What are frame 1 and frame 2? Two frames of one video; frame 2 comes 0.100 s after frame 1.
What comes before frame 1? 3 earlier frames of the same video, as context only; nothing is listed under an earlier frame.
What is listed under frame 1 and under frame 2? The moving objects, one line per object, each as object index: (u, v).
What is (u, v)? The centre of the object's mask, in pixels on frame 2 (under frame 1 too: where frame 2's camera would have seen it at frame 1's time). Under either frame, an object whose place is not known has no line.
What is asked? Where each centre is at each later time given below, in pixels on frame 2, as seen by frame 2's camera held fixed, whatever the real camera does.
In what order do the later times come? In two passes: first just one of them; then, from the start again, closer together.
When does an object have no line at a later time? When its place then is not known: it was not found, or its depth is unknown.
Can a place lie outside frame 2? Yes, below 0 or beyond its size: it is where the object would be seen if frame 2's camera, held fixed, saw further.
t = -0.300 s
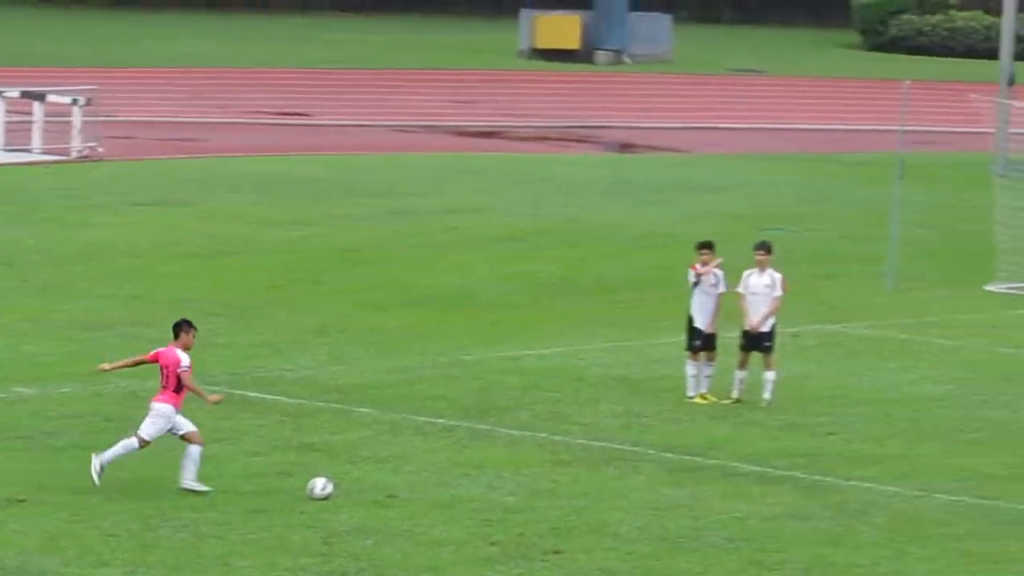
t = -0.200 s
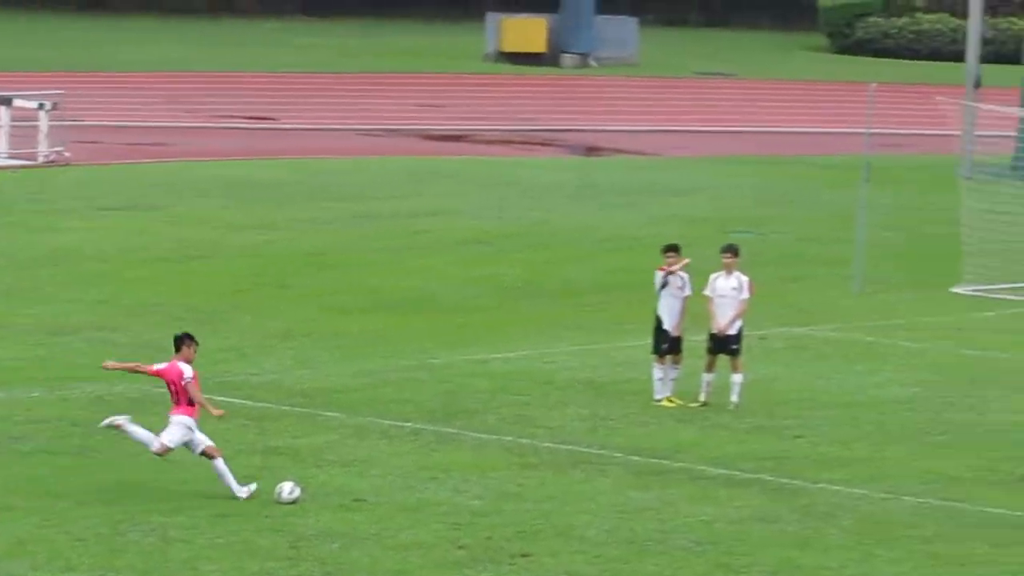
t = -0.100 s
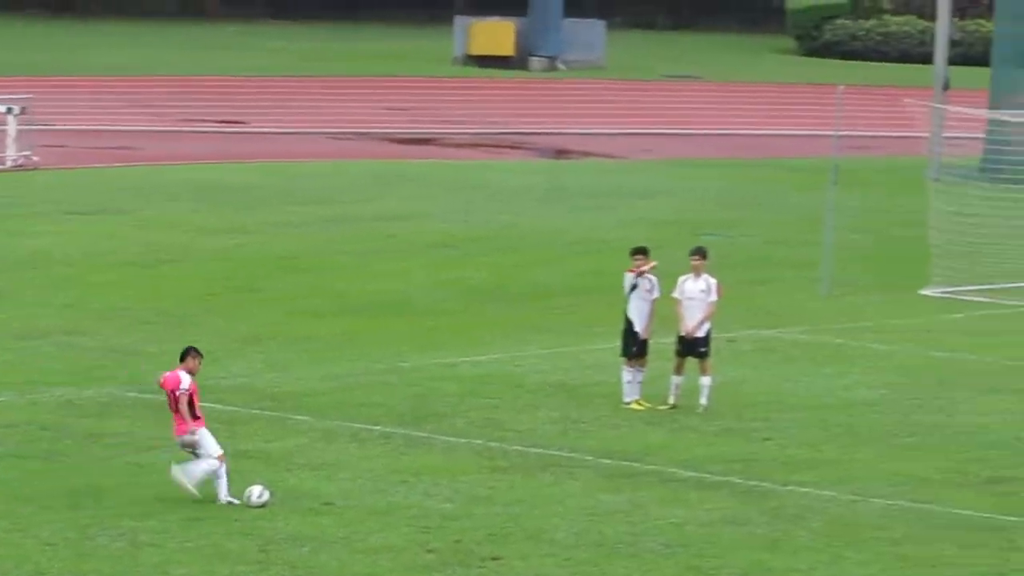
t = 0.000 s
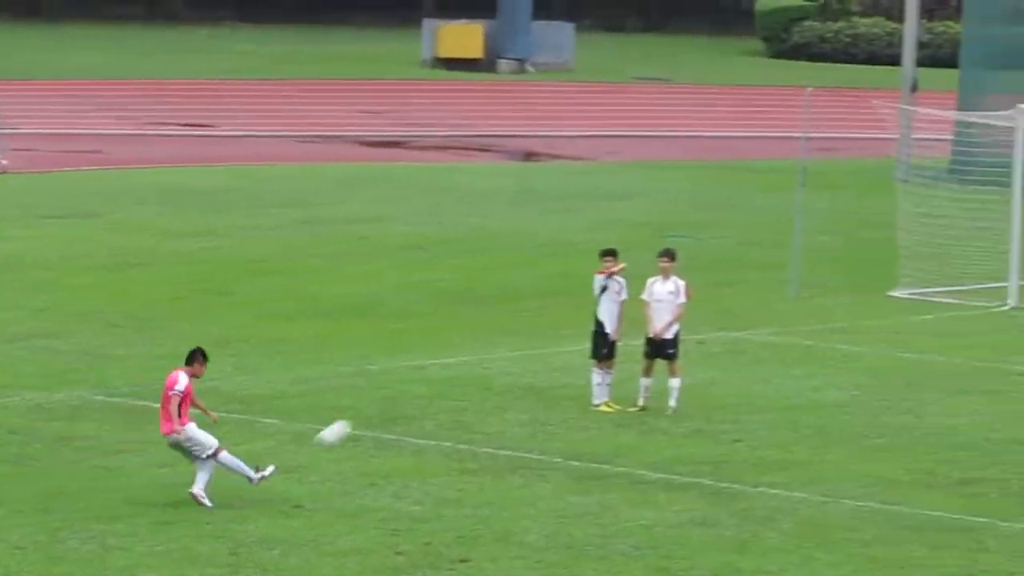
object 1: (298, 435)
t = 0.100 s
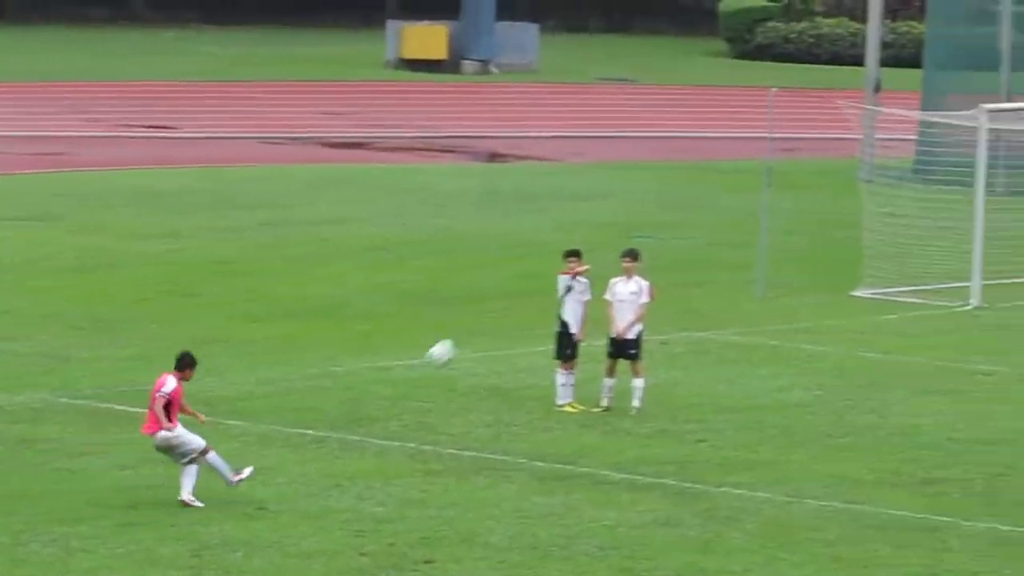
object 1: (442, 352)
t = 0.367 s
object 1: (716, 214)
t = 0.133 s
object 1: (481, 329)
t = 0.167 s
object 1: (522, 308)
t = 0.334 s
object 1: (689, 227)
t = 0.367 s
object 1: (716, 214)
